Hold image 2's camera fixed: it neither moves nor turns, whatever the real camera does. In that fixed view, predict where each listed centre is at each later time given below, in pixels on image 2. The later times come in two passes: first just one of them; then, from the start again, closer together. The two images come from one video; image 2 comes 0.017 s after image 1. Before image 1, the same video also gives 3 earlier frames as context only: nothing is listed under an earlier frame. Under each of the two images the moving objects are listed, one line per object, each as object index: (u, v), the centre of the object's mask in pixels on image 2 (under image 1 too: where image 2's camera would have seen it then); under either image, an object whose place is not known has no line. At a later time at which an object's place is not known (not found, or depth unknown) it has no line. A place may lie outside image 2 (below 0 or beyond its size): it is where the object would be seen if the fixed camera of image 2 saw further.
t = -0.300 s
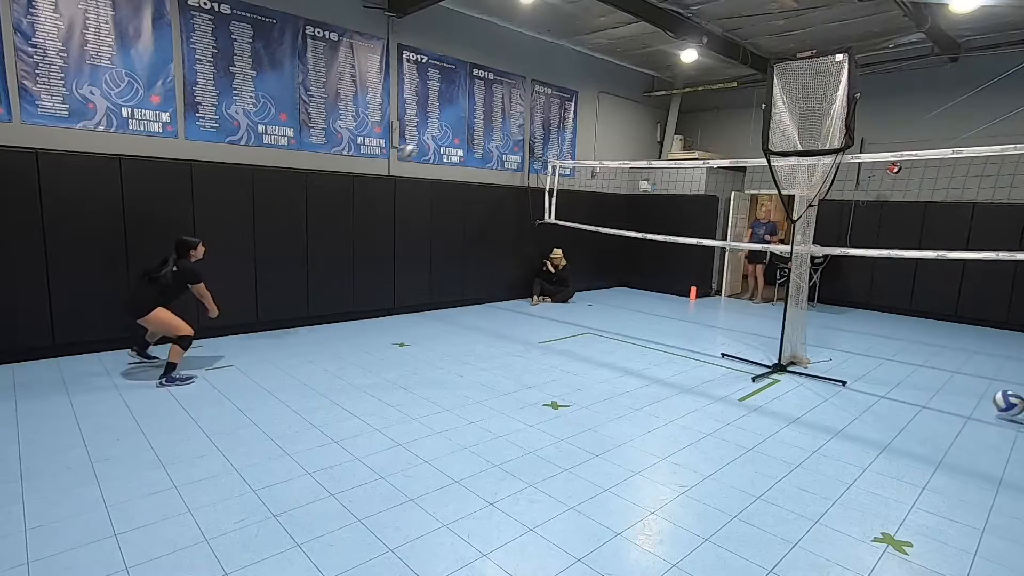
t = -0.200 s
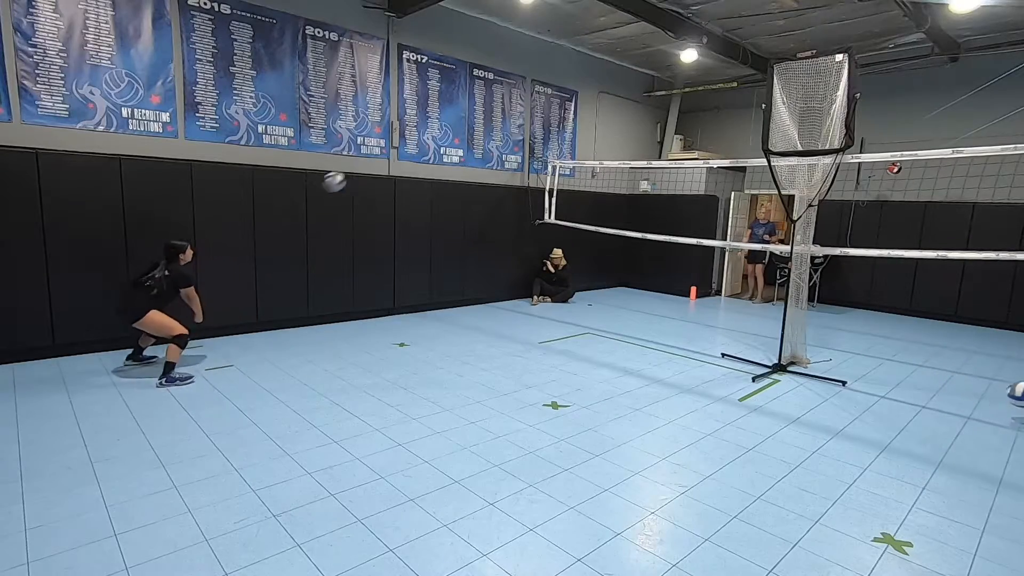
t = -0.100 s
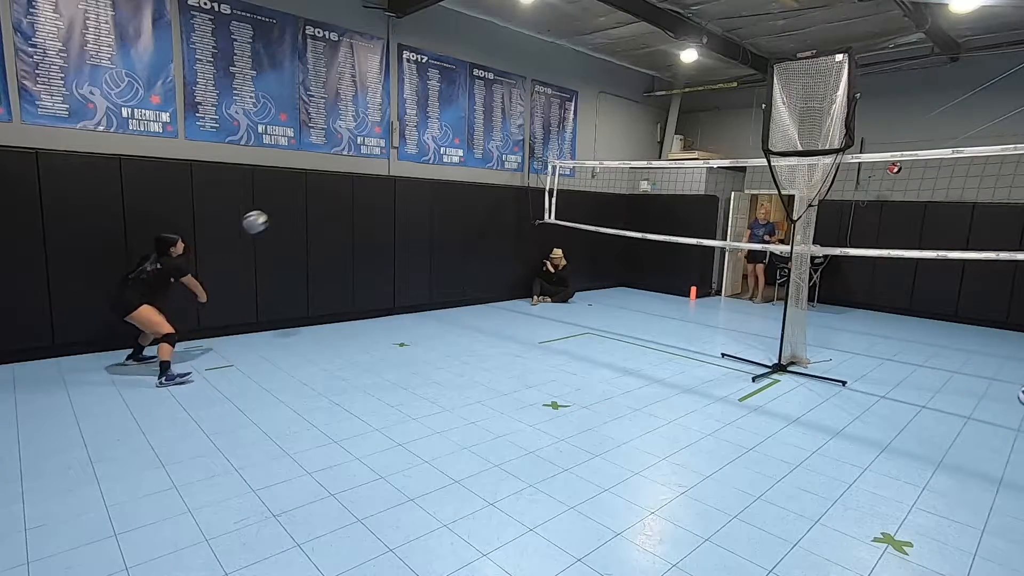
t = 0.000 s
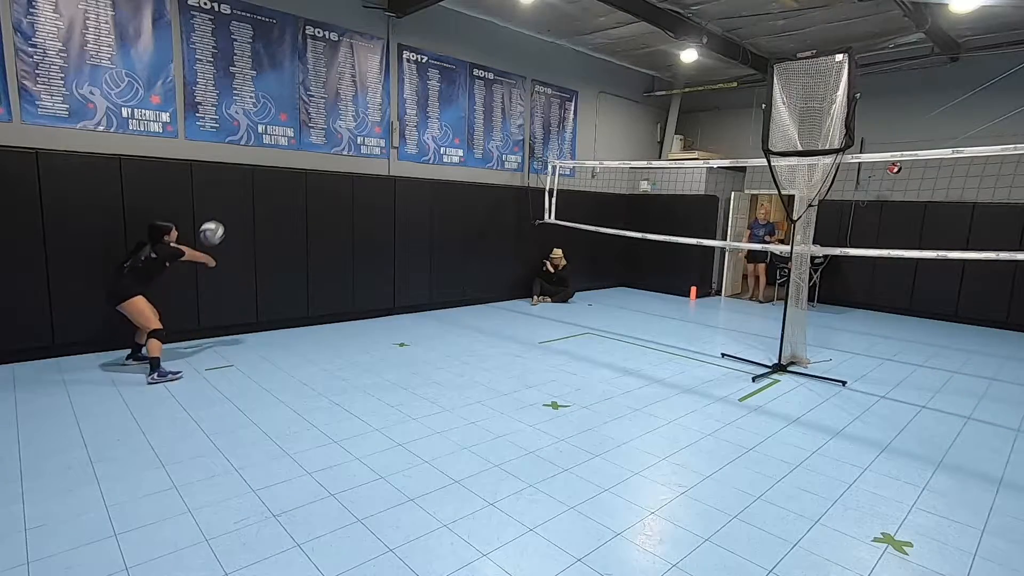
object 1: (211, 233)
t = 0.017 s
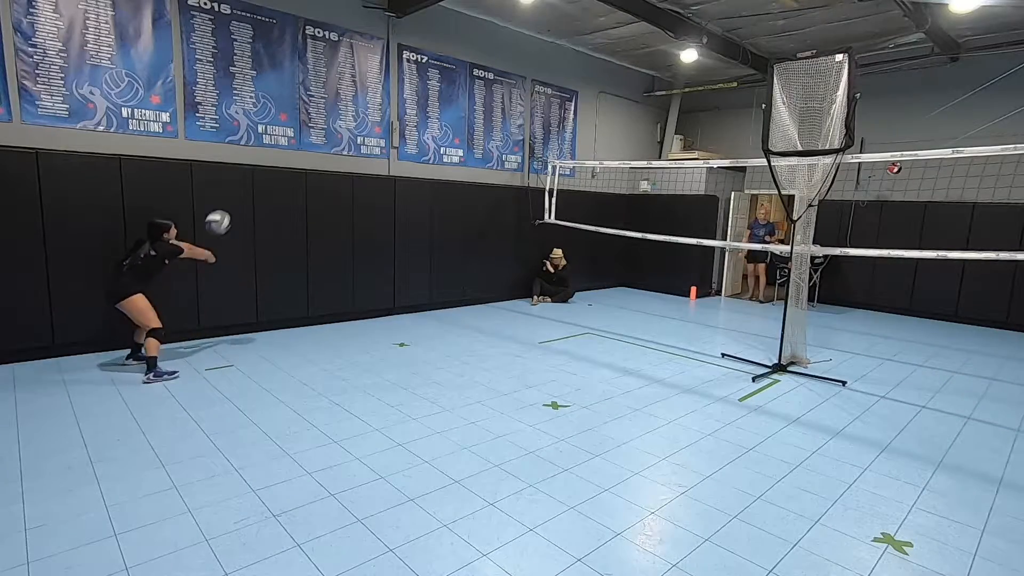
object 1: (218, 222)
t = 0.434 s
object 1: (384, 53)
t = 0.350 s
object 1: (350, 71)
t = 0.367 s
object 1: (356, 67)
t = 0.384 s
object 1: (365, 63)
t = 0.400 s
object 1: (371, 61)
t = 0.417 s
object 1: (376, 57)
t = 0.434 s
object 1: (384, 53)
